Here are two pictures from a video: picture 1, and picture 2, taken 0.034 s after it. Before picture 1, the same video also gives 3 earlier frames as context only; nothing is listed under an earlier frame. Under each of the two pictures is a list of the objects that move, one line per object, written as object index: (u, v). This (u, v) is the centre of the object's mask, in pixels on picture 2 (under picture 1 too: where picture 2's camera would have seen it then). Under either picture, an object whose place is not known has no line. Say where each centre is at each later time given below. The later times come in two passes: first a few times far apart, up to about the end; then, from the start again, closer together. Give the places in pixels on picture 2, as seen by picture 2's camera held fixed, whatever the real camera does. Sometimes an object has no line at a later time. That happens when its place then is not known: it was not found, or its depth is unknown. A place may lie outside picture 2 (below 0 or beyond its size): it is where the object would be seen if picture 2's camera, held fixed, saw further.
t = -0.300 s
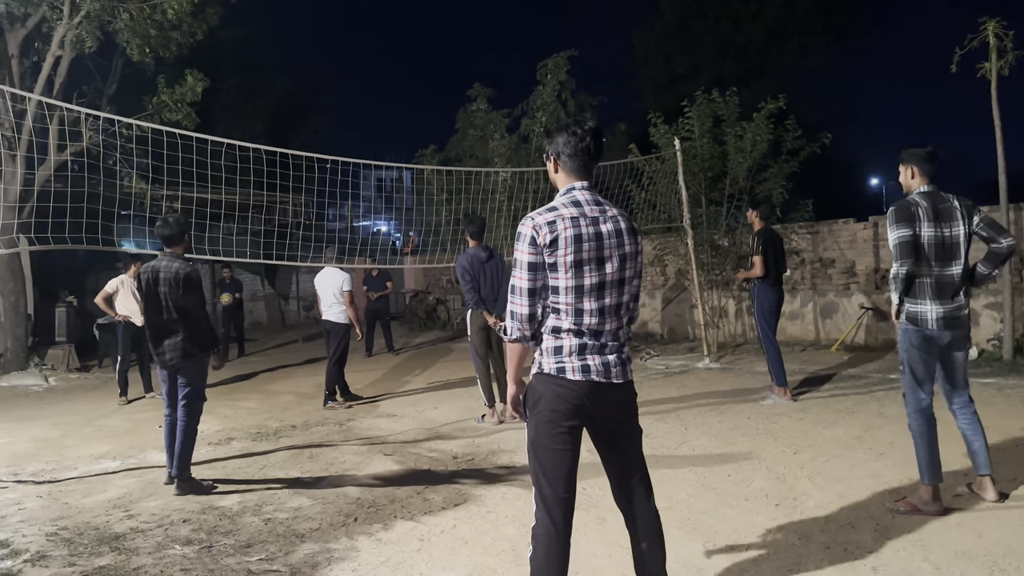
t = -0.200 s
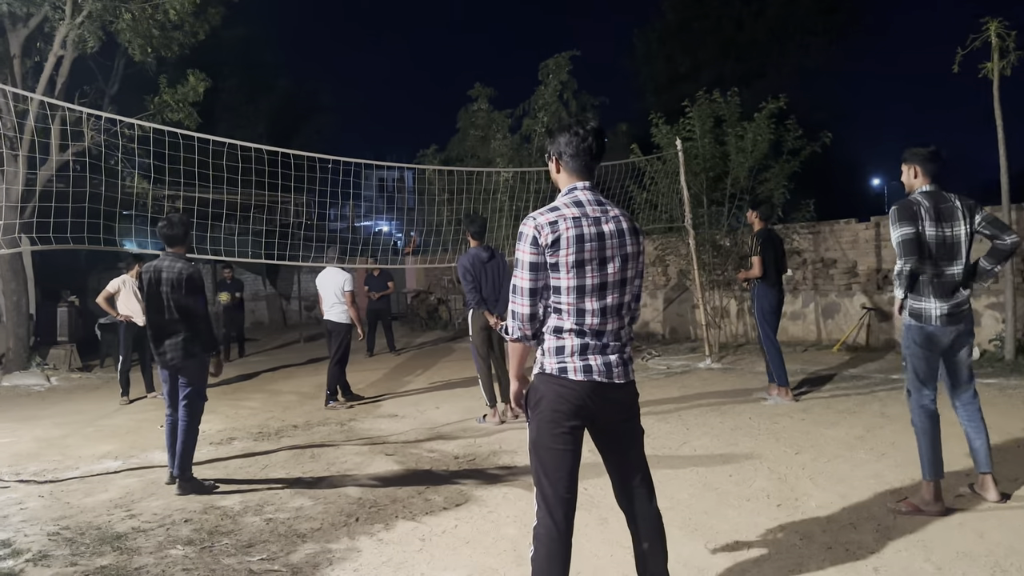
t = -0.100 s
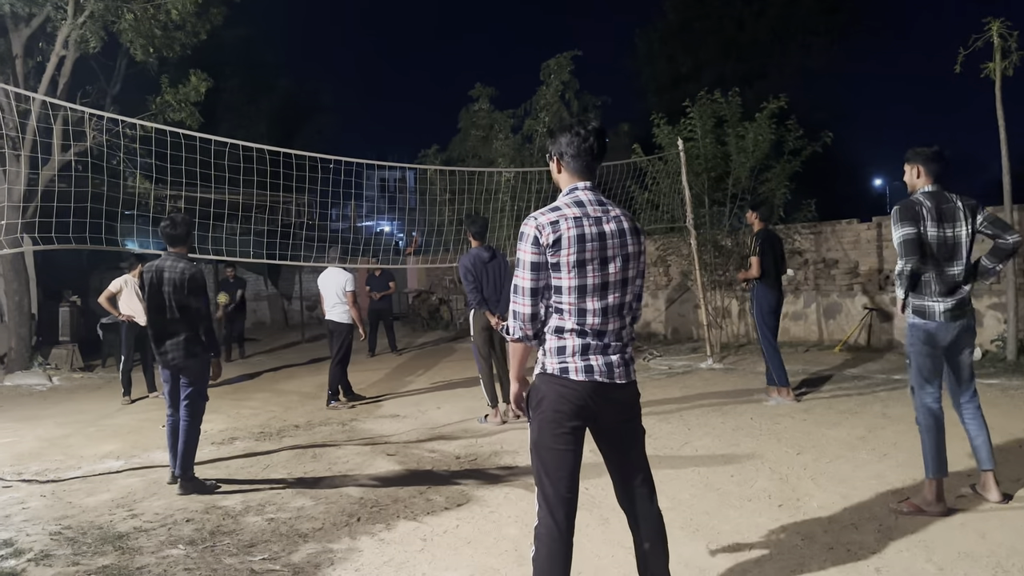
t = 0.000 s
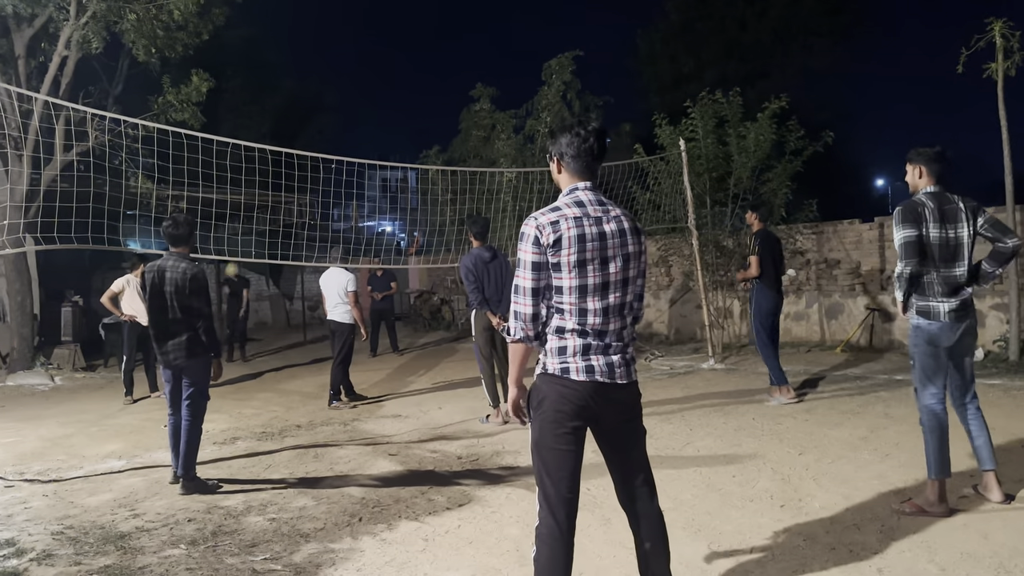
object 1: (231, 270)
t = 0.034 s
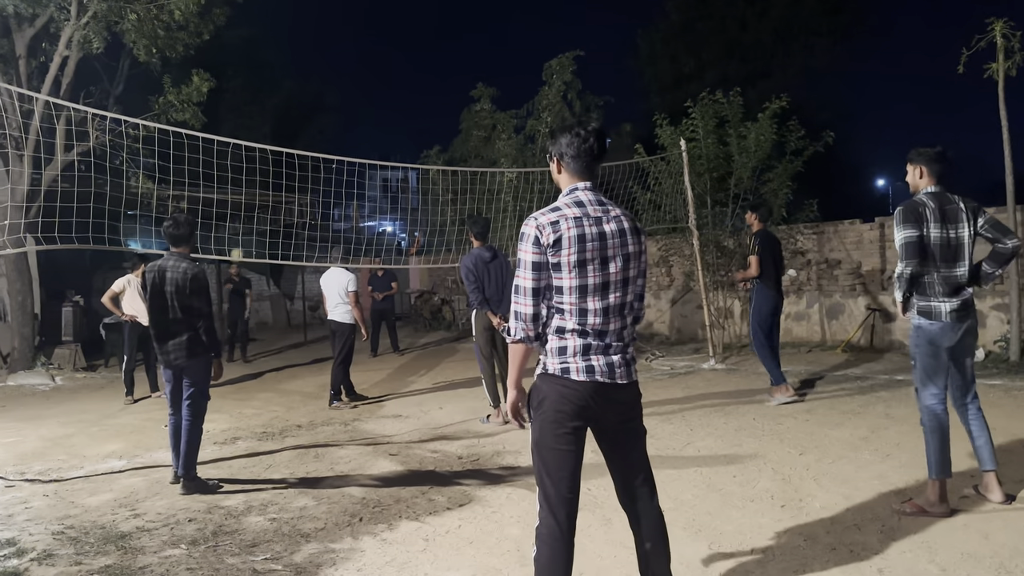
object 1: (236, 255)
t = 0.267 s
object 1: (269, 160)
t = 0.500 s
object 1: (313, 89)
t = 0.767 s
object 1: (383, 48)
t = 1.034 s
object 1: (477, 79)
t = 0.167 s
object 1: (254, 199)
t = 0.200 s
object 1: (259, 186)
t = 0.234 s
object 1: (264, 173)
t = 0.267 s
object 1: (269, 160)
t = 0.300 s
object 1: (274, 149)
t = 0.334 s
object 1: (280, 137)
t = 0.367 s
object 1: (286, 126)
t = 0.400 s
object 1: (292, 116)
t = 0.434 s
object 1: (299, 106)
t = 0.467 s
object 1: (306, 98)
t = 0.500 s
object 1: (313, 89)
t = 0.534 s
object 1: (321, 81)
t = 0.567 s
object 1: (328, 74)
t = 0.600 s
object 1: (337, 68)
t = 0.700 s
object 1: (364, 53)
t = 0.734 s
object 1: (373, 50)
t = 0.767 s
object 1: (383, 48)
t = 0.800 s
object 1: (393, 48)
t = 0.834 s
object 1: (404, 48)
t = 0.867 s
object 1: (415, 50)
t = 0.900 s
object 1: (427, 53)
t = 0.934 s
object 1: (439, 57)
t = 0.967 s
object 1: (451, 63)
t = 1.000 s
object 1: (464, 70)
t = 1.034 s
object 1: (477, 79)
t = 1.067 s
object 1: (491, 90)
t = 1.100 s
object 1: (506, 102)
